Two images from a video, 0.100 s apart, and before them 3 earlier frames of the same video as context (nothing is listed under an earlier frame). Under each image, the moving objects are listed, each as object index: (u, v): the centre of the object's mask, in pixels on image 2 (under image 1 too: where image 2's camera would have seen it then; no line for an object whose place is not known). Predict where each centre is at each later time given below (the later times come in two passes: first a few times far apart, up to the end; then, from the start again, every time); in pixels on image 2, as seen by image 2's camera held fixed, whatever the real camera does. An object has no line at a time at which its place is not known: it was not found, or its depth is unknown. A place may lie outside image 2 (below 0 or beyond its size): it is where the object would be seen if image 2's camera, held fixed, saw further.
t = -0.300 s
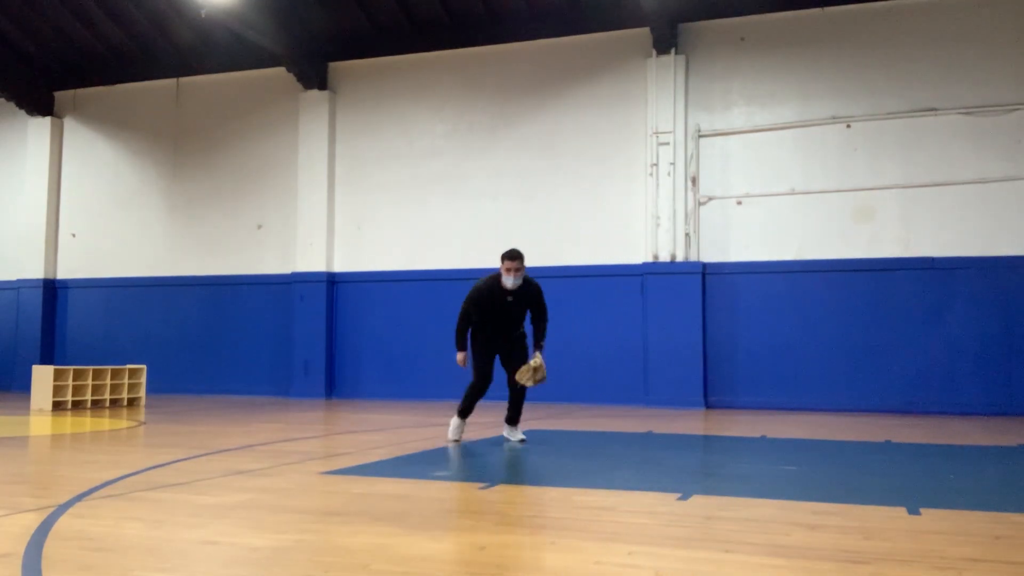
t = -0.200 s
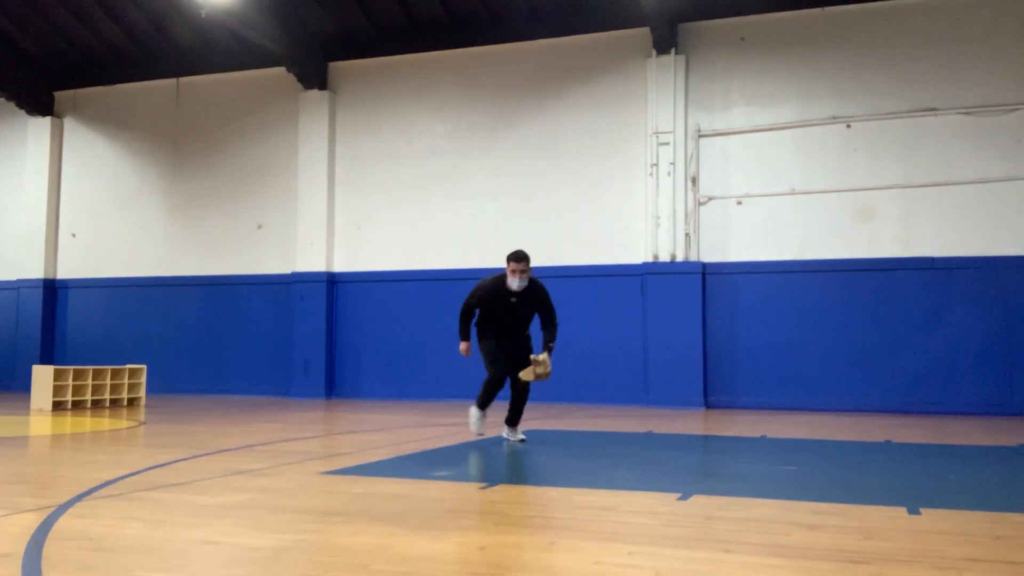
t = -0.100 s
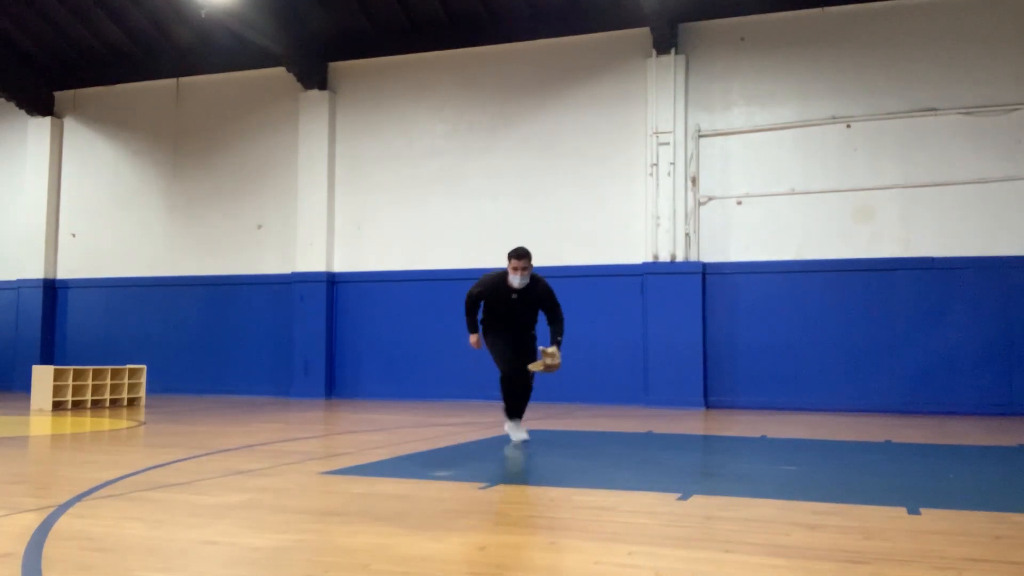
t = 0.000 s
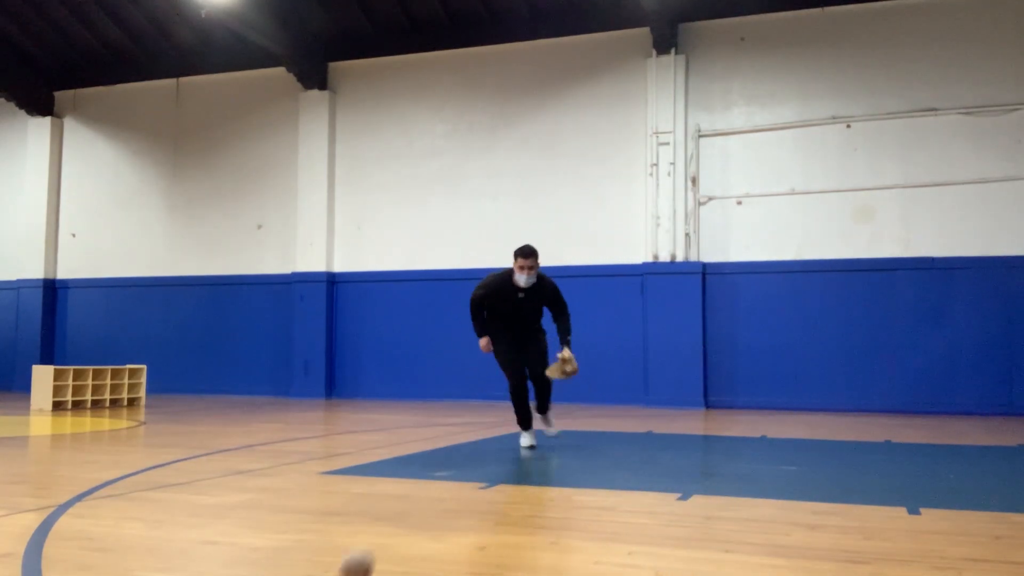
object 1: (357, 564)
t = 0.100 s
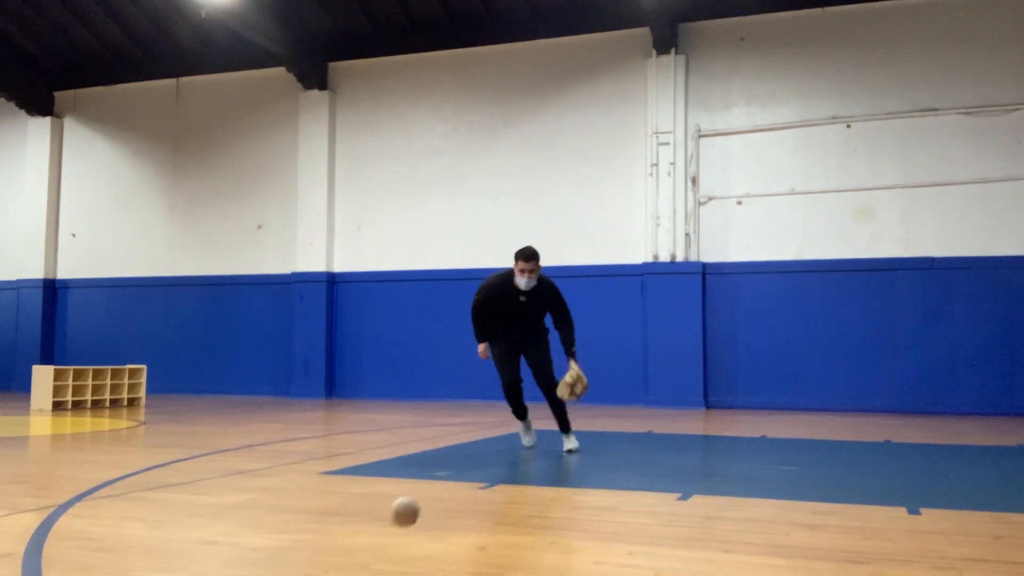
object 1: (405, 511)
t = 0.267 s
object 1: (457, 524)
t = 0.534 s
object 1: (516, 495)
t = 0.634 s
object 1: (529, 484)
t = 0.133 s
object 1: (417, 506)
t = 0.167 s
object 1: (429, 504)
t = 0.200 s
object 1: (439, 507)
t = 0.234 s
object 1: (448, 514)
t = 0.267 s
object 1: (457, 524)
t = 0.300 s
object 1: (464, 536)
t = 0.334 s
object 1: (473, 529)
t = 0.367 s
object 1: (482, 514)
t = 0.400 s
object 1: (489, 503)
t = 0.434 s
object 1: (497, 496)
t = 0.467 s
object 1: (504, 493)
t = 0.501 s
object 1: (510, 493)
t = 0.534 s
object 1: (516, 495)
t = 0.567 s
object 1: (521, 500)
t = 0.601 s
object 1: (526, 490)
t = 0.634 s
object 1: (529, 484)
